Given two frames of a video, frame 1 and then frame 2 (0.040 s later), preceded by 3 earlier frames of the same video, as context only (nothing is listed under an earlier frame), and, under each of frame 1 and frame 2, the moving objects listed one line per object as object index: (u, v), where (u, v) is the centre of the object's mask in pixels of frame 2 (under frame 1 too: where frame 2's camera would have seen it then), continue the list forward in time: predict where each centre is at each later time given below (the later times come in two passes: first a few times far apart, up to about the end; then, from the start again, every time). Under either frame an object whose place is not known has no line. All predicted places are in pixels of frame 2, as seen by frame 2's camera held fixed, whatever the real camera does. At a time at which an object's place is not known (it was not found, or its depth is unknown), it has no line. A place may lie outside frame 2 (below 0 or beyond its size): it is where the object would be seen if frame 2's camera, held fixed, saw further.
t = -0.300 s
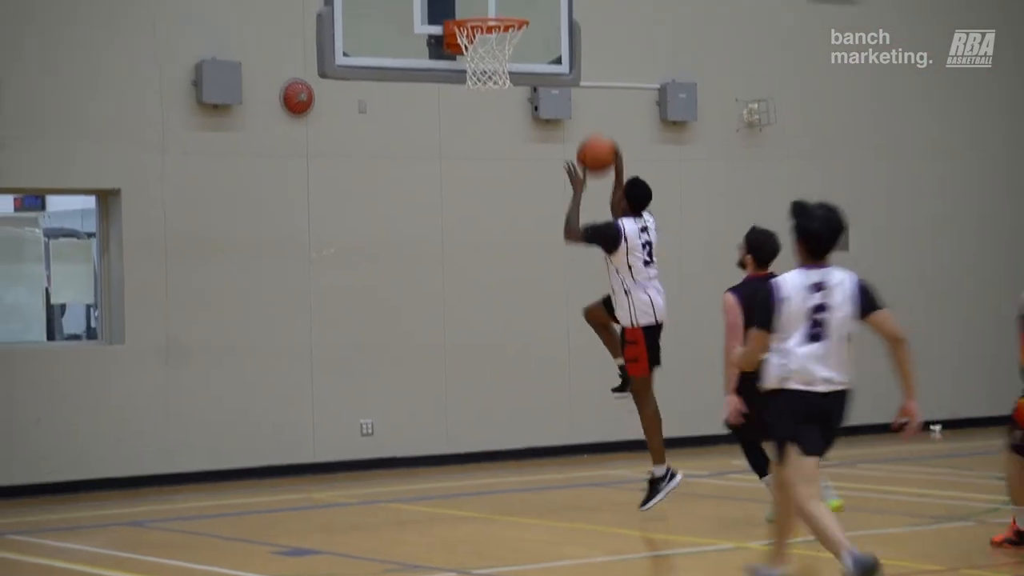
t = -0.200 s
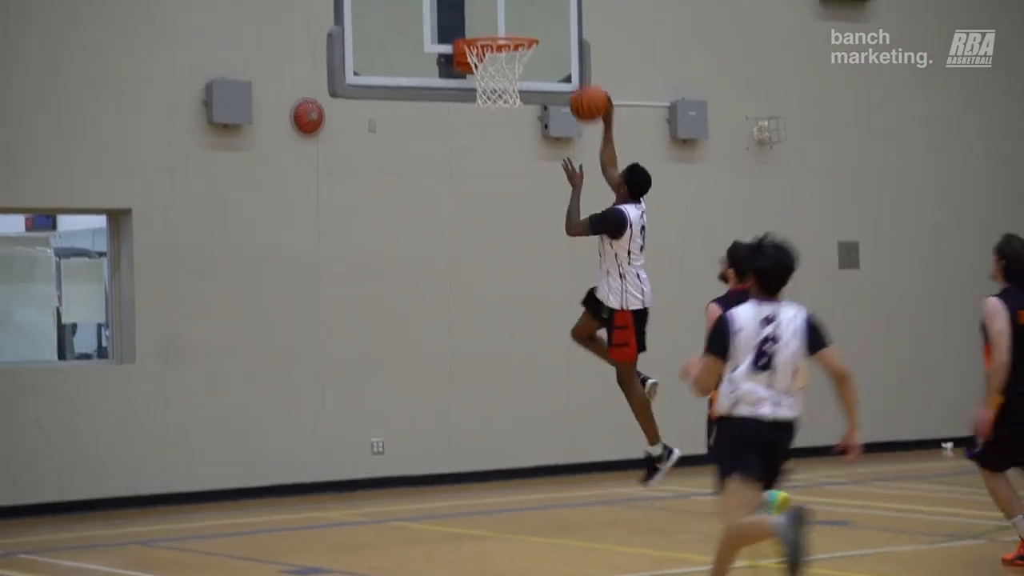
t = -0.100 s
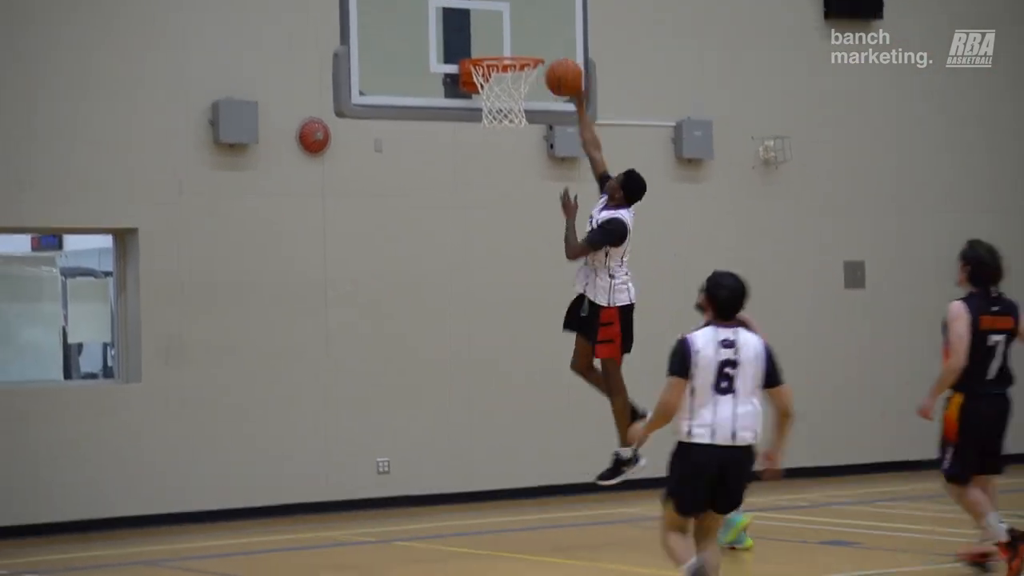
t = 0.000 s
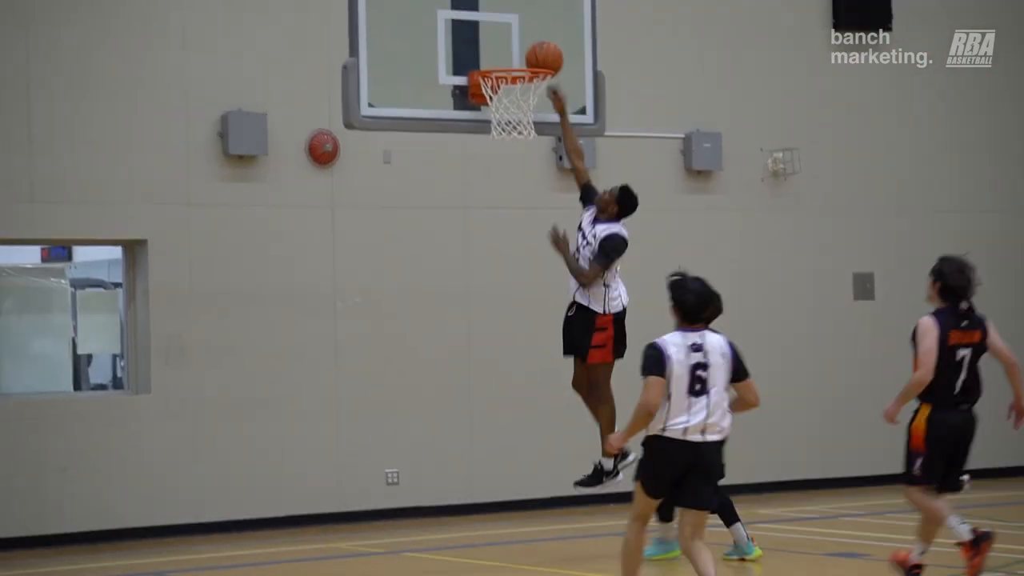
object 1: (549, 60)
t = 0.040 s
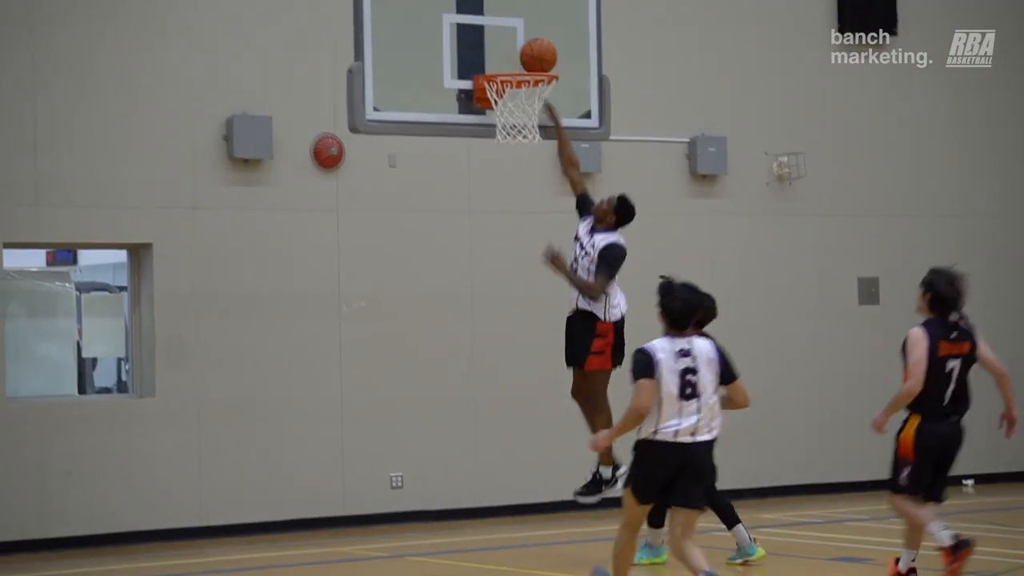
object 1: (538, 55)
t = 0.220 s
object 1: (534, 46)
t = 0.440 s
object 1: (532, 92)
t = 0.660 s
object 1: (506, 146)
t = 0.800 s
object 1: (494, 208)
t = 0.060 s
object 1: (533, 53)
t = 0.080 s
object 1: (529, 51)
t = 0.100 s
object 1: (529, 49)
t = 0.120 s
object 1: (529, 47)
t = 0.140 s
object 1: (530, 45)
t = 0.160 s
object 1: (531, 44)
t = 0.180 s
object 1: (532, 44)
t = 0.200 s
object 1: (533, 45)
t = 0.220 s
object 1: (534, 46)
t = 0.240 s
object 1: (534, 48)
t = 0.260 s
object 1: (535, 50)
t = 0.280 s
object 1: (536, 53)
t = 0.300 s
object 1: (537, 56)
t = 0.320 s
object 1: (538, 59)
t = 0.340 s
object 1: (539, 61)
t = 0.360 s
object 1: (540, 64)
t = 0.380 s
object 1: (536, 72)
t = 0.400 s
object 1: (534, 79)
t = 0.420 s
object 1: (532, 85)
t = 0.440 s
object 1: (532, 92)
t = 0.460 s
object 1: (528, 96)
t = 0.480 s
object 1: (525, 102)
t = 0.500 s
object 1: (522, 108)
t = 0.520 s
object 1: (519, 113)
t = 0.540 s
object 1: (517, 117)
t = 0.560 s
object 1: (515, 120)
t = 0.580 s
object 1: (513, 124)
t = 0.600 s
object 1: (513, 135)
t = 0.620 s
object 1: (511, 138)
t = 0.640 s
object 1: (508, 141)
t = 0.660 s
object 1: (506, 146)
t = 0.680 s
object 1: (504, 153)
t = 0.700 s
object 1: (503, 160)
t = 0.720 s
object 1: (501, 168)
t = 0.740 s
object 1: (499, 177)
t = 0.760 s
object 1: (498, 187)
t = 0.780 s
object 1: (496, 197)
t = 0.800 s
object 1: (494, 208)
